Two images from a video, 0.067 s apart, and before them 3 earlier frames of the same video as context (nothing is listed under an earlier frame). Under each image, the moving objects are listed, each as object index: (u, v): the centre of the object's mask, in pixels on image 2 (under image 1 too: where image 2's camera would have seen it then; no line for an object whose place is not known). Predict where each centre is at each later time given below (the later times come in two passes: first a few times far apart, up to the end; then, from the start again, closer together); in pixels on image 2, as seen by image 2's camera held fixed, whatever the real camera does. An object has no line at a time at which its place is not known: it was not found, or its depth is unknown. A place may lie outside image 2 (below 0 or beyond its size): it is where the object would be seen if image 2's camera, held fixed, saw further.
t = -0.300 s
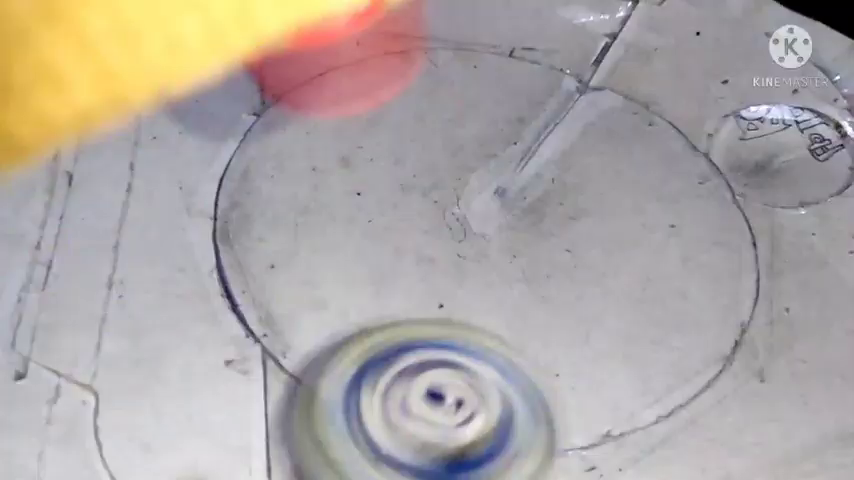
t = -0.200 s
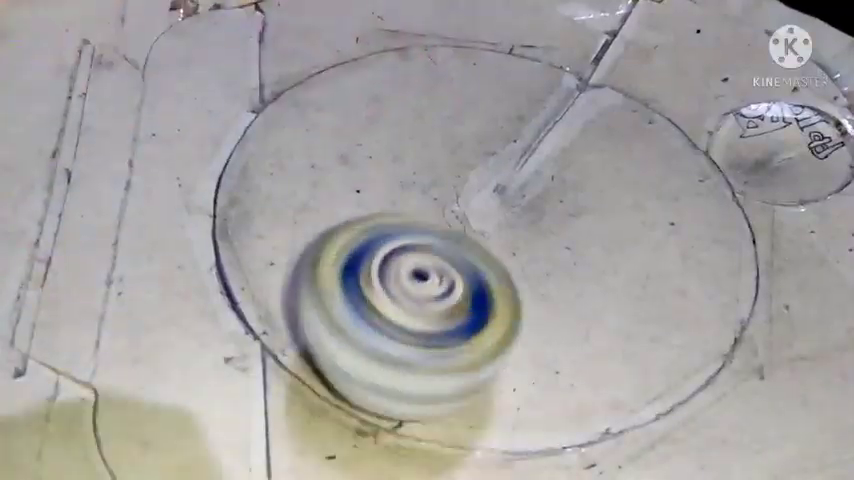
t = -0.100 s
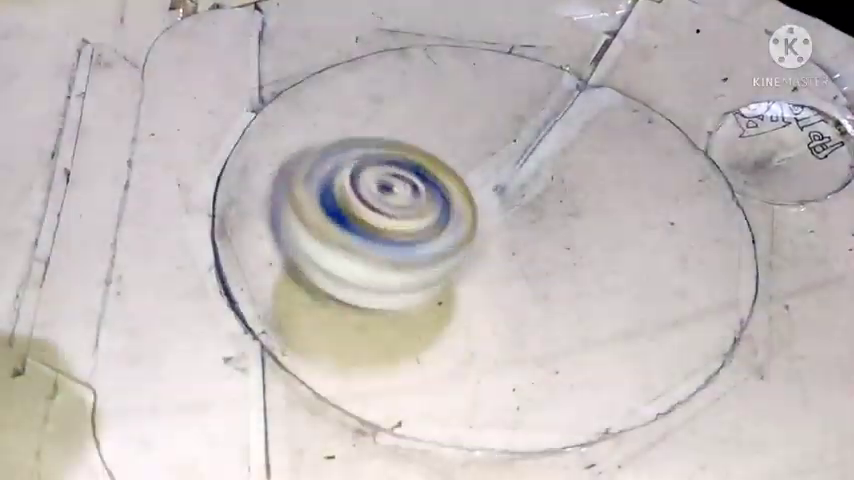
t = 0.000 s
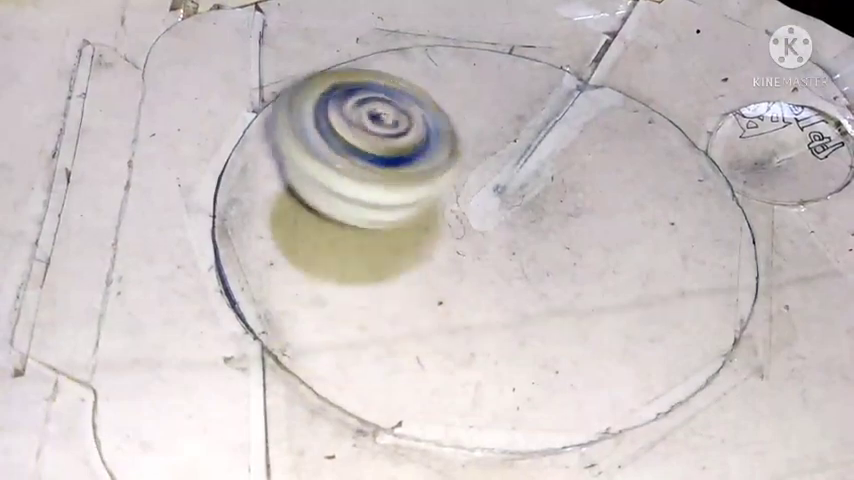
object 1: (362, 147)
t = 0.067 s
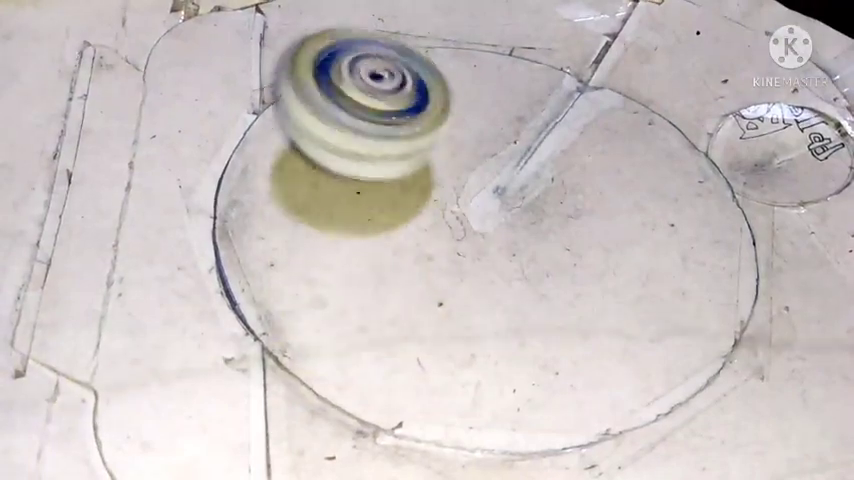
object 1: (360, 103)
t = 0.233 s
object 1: (374, 35)
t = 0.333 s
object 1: (382, 15)
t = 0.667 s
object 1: (448, 11)
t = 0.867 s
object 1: (557, 32)
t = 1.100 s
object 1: (672, 56)
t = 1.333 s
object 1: (694, 87)
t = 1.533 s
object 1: (693, 158)
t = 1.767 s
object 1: (598, 246)
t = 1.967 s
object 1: (475, 291)
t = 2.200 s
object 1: (341, 287)
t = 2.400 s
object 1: (299, 237)
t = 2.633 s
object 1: (332, 155)
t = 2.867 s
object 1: (406, 76)
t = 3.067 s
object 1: (494, 55)
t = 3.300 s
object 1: (598, 55)
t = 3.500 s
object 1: (658, 46)
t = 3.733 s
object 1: (640, 55)
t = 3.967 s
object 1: (569, 97)
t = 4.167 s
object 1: (491, 109)
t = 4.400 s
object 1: (399, 93)
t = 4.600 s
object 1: (379, 79)
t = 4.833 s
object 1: (422, 80)
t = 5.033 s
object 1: (501, 107)
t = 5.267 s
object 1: (581, 135)
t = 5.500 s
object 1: (635, 175)
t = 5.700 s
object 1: (620, 182)
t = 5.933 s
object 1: (562, 150)
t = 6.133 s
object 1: (535, 106)
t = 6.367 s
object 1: (569, 72)
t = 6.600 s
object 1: (621, 57)
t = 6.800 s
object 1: (647, 58)
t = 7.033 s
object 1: (615, 68)
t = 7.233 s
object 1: (576, 65)
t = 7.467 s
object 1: (559, 55)
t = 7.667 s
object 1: (598, 55)
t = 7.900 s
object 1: (621, 52)
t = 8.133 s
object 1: (604, 54)
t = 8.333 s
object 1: (569, 47)
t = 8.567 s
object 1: (549, 46)
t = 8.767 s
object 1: (541, 49)
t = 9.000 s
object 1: (553, 62)
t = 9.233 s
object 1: (599, 56)
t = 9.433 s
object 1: (581, 70)
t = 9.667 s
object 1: (565, 91)
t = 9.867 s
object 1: (554, 102)
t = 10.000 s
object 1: (554, 100)
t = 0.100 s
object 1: (360, 83)
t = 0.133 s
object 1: (363, 65)
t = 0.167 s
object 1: (366, 53)
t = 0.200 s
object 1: (369, 43)
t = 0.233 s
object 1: (374, 35)
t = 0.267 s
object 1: (380, 27)
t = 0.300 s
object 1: (382, 20)
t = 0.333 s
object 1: (382, 15)
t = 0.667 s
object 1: (448, 11)
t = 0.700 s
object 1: (467, 13)
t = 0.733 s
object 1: (484, 16)
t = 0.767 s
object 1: (499, 20)
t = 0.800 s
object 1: (516, 24)
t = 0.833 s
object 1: (533, 27)
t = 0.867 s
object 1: (557, 32)
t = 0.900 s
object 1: (572, 38)
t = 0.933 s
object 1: (590, 44)
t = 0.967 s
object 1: (606, 48)
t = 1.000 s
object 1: (621, 51)
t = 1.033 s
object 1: (637, 52)
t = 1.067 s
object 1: (654, 53)
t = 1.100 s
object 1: (672, 56)
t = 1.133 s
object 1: (686, 60)
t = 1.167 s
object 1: (699, 65)
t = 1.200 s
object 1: (705, 72)
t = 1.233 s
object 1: (712, 82)
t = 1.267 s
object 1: (708, 85)
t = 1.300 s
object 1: (701, 86)
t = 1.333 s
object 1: (694, 87)
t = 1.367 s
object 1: (694, 94)
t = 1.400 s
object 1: (697, 104)
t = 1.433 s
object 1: (698, 115)
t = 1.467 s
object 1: (698, 128)
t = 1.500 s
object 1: (696, 143)
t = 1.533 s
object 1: (693, 158)
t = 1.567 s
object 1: (685, 173)
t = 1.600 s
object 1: (672, 186)
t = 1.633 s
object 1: (659, 199)
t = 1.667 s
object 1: (645, 210)
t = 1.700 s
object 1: (630, 221)
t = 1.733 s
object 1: (616, 235)
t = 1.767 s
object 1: (598, 246)
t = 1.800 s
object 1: (578, 254)
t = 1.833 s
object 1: (558, 265)
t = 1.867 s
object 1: (540, 273)
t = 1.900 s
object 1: (508, 284)
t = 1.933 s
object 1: (495, 285)
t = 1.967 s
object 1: (475, 291)
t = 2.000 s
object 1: (453, 294)
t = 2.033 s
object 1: (428, 295)
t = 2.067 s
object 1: (409, 296)
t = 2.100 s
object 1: (391, 296)
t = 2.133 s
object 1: (369, 293)
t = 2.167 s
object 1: (355, 291)
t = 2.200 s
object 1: (341, 287)
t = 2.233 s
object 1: (325, 281)
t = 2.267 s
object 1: (318, 274)
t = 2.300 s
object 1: (307, 264)
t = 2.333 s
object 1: (304, 257)
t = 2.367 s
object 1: (300, 248)
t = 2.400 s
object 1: (299, 237)
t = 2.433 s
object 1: (300, 227)
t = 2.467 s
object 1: (301, 214)
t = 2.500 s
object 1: (307, 201)
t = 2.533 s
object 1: (314, 190)
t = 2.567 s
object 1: (318, 178)
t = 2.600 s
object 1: (325, 168)
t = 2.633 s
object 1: (332, 155)
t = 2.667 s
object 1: (340, 143)
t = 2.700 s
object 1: (350, 132)
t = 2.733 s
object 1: (356, 118)
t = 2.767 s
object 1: (366, 109)
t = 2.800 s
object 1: (383, 94)
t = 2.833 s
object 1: (393, 84)
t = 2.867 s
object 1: (406, 76)
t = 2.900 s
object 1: (418, 69)
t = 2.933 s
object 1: (432, 64)
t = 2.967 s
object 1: (448, 62)
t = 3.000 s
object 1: (462, 58)
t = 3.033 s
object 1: (478, 58)
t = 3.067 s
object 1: (494, 55)
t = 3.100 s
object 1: (509, 56)
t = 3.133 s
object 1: (525, 56)
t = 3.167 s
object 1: (542, 55)
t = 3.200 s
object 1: (561, 56)
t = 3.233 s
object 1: (573, 55)
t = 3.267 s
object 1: (590, 58)
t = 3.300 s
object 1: (598, 55)
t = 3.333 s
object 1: (608, 52)
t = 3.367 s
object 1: (620, 49)
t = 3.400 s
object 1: (634, 49)
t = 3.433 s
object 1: (642, 47)
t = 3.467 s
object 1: (652, 47)
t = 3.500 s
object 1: (658, 46)
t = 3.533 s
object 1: (660, 47)
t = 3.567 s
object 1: (657, 48)
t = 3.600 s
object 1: (653, 49)
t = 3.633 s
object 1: (649, 51)
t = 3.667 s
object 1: (643, 52)
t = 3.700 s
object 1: (640, 54)
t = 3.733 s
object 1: (640, 55)
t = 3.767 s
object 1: (635, 63)
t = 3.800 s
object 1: (627, 69)
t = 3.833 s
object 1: (619, 77)
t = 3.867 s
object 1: (609, 83)
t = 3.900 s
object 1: (598, 89)
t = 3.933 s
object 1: (585, 93)
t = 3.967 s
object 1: (569, 97)
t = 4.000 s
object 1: (555, 101)
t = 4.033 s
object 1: (540, 103)
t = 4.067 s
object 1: (528, 106)
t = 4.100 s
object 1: (513, 107)
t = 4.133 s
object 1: (503, 109)
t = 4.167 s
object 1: (491, 109)
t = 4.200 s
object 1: (478, 108)
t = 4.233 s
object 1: (461, 108)
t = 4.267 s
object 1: (446, 105)
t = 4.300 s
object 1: (432, 103)
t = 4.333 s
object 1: (422, 100)
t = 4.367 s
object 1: (409, 97)
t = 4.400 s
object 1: (399, 93)
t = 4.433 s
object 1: (390, 90)
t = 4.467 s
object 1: (384, 85)
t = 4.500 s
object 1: (381, 84)
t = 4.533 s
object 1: (379, 82)
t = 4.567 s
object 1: (378, 82)
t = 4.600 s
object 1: (379, 79)
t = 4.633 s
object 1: (382, 78)
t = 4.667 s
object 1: (383, 76)
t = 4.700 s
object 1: (390, 74)
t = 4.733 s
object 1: (397, 75)
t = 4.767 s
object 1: (400, 76)
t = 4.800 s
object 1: (407, 78)
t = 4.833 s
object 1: (422, 80)
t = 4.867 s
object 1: (434, 83)
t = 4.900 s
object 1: (445, 85)
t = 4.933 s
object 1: (460, 91)
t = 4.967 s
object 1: (475, 95)
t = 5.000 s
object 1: (489, 102)
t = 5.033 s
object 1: (501, 107)
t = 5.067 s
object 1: (513, 112)
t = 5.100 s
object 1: (523, 118)
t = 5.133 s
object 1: (531, 121)
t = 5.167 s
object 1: (544, 125)
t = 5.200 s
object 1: (556, 127)
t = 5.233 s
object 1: (569, 132)
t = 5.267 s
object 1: (581, 135)
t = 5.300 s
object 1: (593, 141)
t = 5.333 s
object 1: (605, 147)
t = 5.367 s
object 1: (614, 153)
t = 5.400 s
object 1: (623, 161)
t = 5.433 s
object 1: (629, 166)
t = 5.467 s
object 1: (636, 173)
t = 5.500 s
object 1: (635, 175)
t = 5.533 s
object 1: (636, 178)
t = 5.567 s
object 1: (635, 179)
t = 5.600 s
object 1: (635, 180)
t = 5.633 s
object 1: (633, 184)
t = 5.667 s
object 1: (625, 182)
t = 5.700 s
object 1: (620, 182)
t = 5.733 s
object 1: (616, 180)
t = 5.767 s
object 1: (608, 176)
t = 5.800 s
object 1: (594, 171)
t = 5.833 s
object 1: (582, 166)
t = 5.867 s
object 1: (575, 162)
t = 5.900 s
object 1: (569, 158)
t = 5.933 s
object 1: (562, 150)
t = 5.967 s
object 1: (552, 141)
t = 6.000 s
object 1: (545, 134)
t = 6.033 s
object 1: (539, 124)
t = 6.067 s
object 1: (539, 123)
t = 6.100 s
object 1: (540, 116)
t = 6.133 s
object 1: (535, 106)
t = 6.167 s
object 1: (538, 98)
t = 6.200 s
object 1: (539, 90)
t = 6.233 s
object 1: (545, 84)
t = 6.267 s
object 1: (550, 82)
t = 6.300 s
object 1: (554, 76)
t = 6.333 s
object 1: (562, 74)
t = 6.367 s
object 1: (569, 72)
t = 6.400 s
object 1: (578, 69)
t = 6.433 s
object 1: (582, 67)
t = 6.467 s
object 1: (583, 64)
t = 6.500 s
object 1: (584, 59)
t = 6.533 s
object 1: (593, 56)
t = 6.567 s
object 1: (610, 55)
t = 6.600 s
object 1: (621, 57)
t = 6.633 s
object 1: (629, 58)
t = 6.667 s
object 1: (632, 57)
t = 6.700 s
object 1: (635, 56)
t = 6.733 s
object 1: (639, 56)
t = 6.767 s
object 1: (643, 57)
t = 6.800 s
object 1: (647, 58)
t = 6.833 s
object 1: (646, 59)
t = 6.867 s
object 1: (643, 61)
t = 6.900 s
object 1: (642, 61)
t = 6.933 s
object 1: (638, 64)
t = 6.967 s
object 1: (634, 66)
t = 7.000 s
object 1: (627, 66)
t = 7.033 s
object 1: (615, 68)
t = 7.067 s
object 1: (606, 71)
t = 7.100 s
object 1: (601, 71)
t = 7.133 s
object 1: (596, 73)
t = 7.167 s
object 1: (590, 71)
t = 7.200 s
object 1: (586, 68)
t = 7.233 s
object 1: (576, 65)
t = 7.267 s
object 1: (569, 61)
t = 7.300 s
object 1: (563, 58)
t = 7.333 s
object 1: (558, 58)
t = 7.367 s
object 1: (560, 56)
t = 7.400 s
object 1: (563, 57)
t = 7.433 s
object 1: (562, 57)
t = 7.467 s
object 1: (559, 55)
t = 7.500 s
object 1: (559, 54)
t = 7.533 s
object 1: (563, 53)
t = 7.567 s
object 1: (573, 50)
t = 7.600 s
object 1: (584, 51)
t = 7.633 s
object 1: (594, 53)
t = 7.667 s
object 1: (598, 55)
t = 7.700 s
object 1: (601, 54)
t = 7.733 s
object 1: (605, 52)
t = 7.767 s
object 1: (605, 50)
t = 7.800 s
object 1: (609, 47)
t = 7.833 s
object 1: (616, 47)
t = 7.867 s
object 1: (621, 51)
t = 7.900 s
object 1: (621, 52)
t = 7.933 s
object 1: (619, 52)
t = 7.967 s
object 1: (621, 53)
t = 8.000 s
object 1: (619, 54)
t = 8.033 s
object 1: (615, 54)
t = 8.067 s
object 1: (612, 54)
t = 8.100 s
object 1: (608, 55)
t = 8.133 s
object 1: (604, 54)
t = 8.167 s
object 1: (597, 53)
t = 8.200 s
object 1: (594, 52)
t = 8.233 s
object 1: (584, 52)
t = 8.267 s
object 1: (574, 50)
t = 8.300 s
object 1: (571, 46)
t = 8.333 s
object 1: (569, 47)
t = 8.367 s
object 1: (567, 47)
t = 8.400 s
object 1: (564, 46)
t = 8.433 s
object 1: (563, 48)
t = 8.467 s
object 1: (560, 48)
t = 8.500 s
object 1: (556, 48)
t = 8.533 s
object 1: (551, 47)
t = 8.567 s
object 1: (549, 46)
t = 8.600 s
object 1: (546, 47)
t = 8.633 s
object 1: (544, 47)
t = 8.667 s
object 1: (543, 47)
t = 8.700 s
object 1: (544, 47)
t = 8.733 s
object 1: (543, 49)
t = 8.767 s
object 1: (541, 49)
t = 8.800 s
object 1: (539, 49)
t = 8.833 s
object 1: (539, 50)
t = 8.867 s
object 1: (541, 52)
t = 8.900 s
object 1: (542, 54)
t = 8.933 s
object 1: (546, 56)
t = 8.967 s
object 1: (550, 60)
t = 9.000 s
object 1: (553, 62)
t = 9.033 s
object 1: (557, 61)
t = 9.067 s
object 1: (561, 56)
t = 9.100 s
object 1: (569, 51)
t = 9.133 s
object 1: (578, 51)
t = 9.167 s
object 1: (587, 54)
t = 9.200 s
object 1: (593, 58)
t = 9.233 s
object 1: (599, 56)
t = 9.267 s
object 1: (595, 55)
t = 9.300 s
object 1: (592, 55)
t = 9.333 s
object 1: (582, 57)
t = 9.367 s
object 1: (583, 59)
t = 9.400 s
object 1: (581, 65)
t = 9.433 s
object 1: (581, 70)
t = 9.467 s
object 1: (585, 71)
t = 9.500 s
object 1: (582, 71)
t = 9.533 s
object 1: (575, 75)
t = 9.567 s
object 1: (573, 77)
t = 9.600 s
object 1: (573, 83)
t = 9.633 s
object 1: (569, 88)
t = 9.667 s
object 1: (565, 91)
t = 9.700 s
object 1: (560, 92)
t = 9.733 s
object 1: (561, 93)
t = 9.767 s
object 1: (563, 97)
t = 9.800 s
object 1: (564, 99)
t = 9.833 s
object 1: (560, 102)
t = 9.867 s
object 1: (554, 102)
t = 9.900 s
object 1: (553, 102)
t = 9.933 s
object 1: (554, 101)
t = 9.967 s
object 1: (554, 100)
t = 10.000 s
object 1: (554, 100)
